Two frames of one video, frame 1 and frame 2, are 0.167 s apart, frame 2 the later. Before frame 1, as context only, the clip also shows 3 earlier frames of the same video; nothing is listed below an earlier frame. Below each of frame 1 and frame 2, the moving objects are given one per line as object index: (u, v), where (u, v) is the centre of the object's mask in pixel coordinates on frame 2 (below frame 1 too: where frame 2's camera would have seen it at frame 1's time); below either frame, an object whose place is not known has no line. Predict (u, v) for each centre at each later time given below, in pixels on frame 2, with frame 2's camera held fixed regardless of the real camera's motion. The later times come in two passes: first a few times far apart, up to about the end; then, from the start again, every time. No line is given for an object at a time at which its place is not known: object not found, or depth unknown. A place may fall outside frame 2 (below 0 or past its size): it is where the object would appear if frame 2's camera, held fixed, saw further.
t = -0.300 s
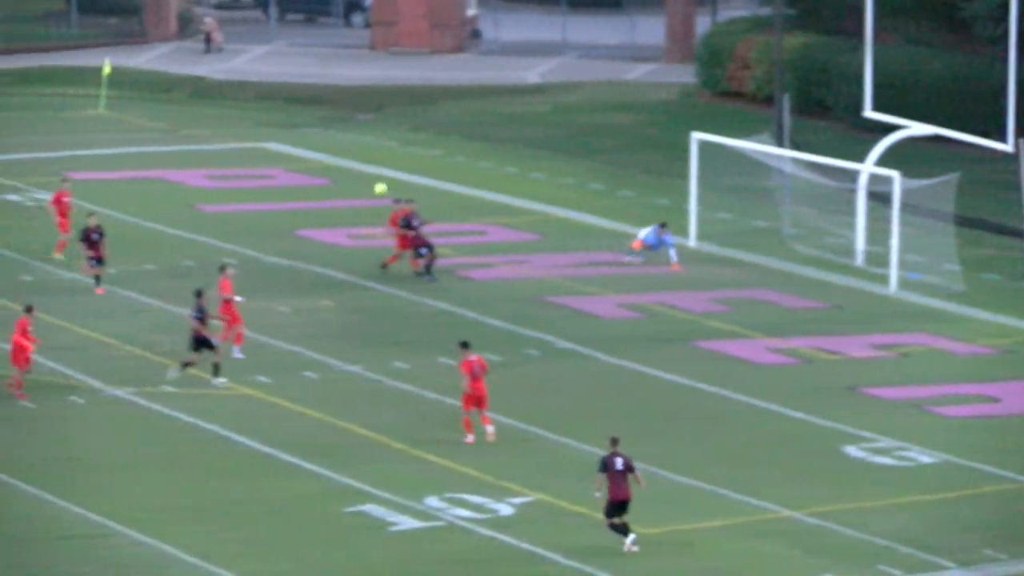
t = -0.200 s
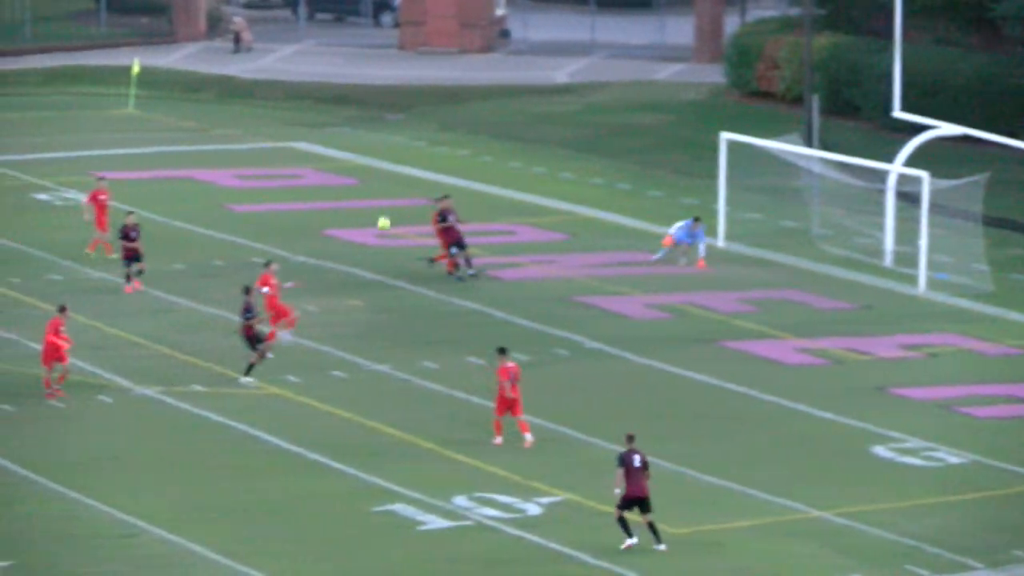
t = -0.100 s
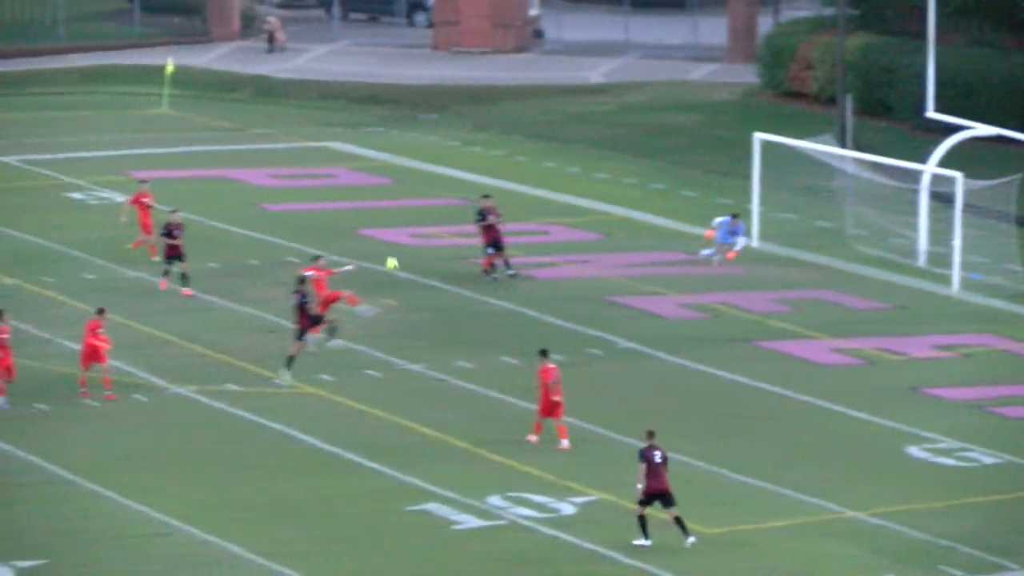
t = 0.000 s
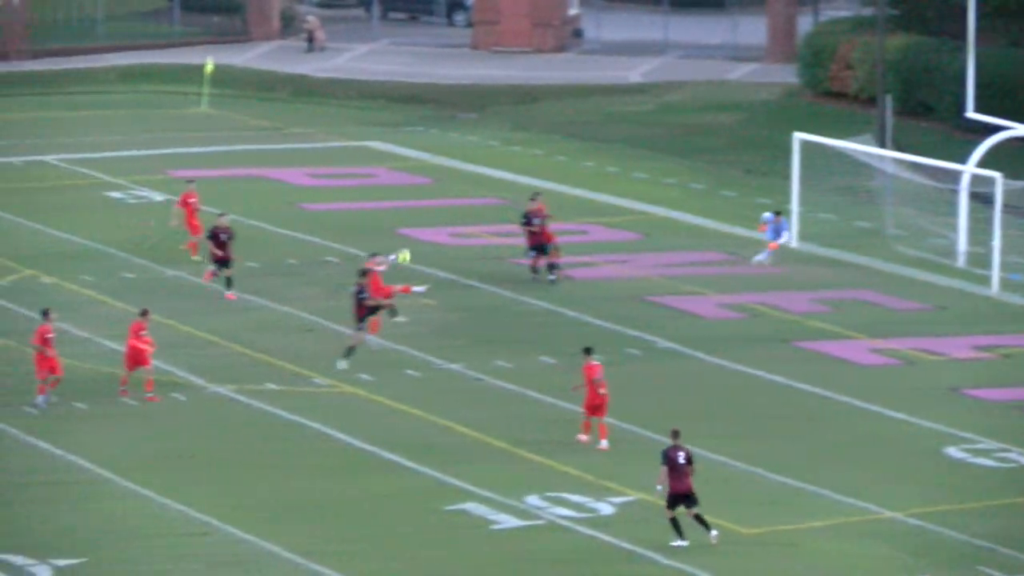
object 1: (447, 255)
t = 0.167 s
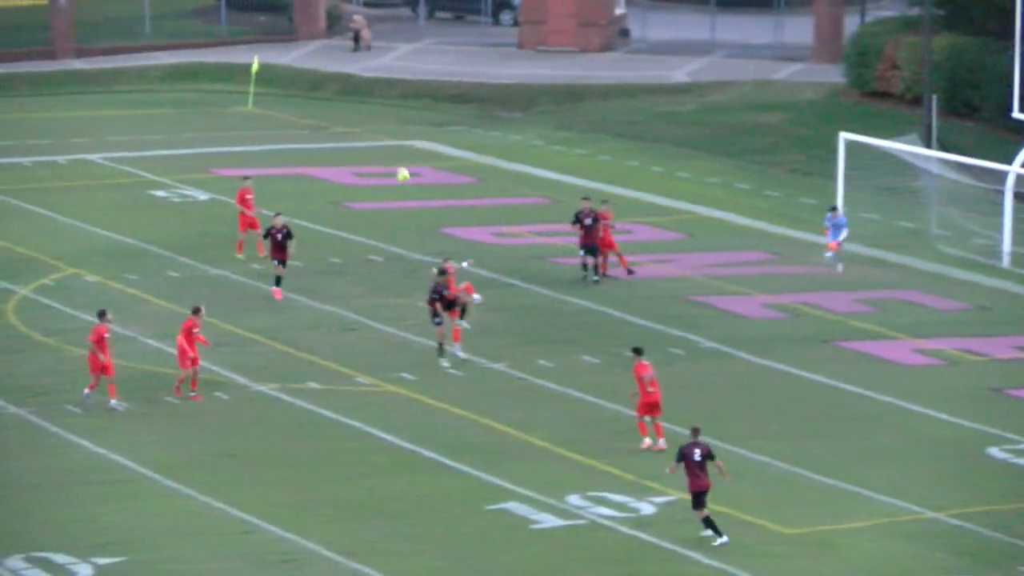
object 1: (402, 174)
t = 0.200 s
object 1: (393, 160)
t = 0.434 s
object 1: (325, 80)
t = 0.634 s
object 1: (271, 37)
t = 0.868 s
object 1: (204, 15)
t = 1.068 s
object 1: (147, 21)
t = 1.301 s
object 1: (84, 56)
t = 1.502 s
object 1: (29, 112)
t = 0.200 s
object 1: (393, 160)
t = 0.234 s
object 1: (382, 147)
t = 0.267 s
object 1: (372, 134)
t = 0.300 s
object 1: (362, 122)
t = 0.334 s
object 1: (353, 110)
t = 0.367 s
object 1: (344, 99)
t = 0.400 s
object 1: (334, 90)
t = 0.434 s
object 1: (325, 80)
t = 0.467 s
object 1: (316, 70)
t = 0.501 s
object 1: (306, 63)
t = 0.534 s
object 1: (297, 56)
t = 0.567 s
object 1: (289, 48)
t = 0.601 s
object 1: (280, 42)
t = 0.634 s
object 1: (271, 37)
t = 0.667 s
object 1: (262, 32)
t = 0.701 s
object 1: (252, 28)
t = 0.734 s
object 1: (243, 24)
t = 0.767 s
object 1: (233, 21)
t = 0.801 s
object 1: (223, 18)
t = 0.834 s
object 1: (214, 16)
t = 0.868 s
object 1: (204, 15)
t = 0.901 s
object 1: (195, 15)
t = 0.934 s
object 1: (186, 14)
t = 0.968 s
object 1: (176, 15)
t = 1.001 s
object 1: (167, 16)
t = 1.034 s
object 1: (157, 18)
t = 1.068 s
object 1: (147, 21)
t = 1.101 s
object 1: (138, 24)
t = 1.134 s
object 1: (128, 28)
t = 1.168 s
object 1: (119, 33)
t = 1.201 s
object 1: (110, 38)
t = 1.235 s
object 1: (100, 44)
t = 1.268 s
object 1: (92, 50)
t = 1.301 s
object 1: (84, 56)
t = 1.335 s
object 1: (74, 64)
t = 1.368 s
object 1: (65, 72)
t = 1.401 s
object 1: (56, 81)
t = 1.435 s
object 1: (47, 90)
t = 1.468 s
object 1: (38, 101)
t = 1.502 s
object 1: (29, 112)
